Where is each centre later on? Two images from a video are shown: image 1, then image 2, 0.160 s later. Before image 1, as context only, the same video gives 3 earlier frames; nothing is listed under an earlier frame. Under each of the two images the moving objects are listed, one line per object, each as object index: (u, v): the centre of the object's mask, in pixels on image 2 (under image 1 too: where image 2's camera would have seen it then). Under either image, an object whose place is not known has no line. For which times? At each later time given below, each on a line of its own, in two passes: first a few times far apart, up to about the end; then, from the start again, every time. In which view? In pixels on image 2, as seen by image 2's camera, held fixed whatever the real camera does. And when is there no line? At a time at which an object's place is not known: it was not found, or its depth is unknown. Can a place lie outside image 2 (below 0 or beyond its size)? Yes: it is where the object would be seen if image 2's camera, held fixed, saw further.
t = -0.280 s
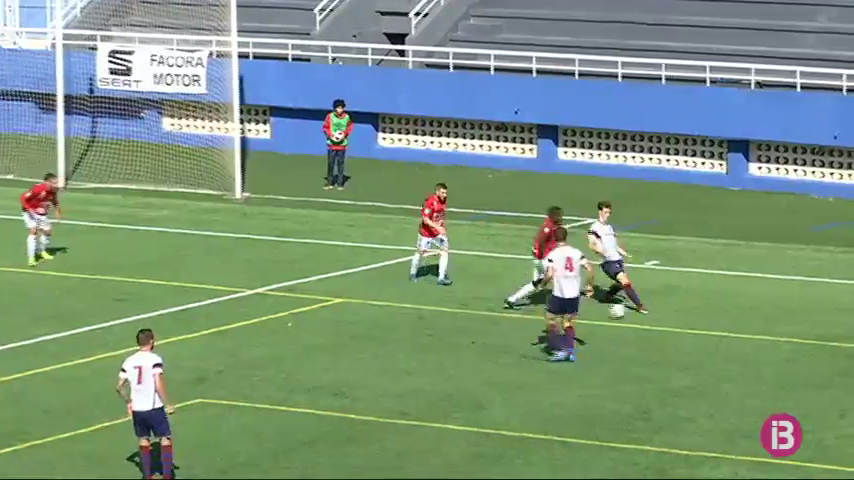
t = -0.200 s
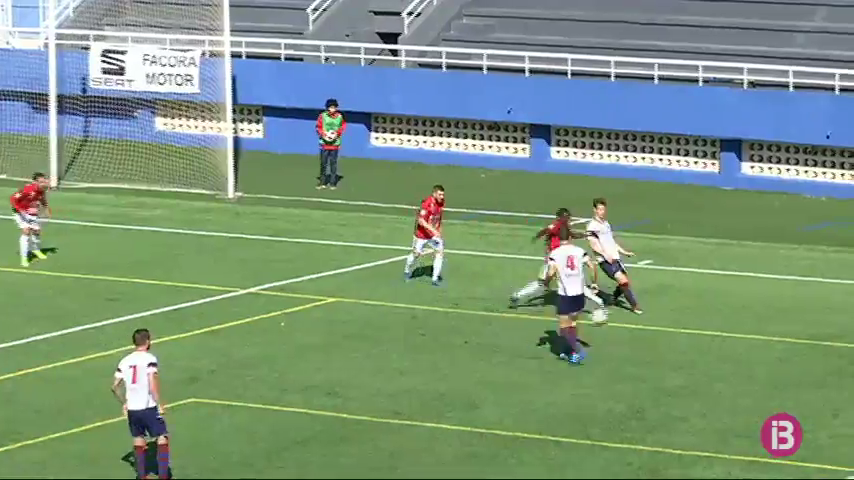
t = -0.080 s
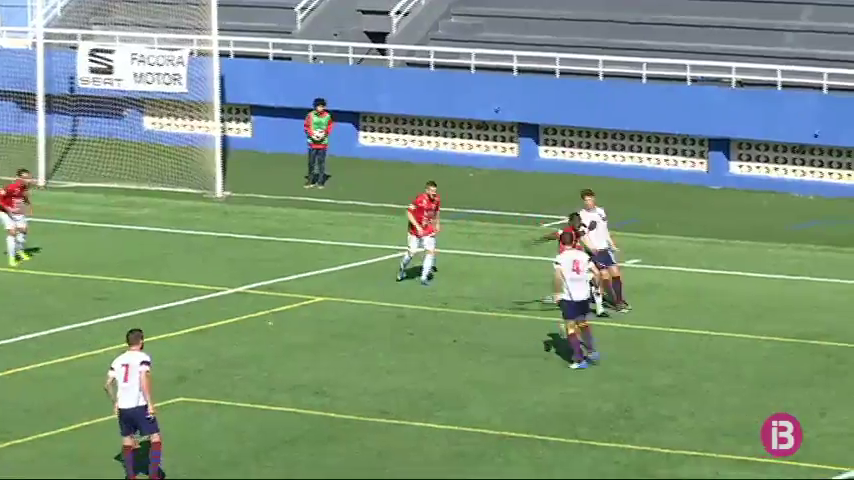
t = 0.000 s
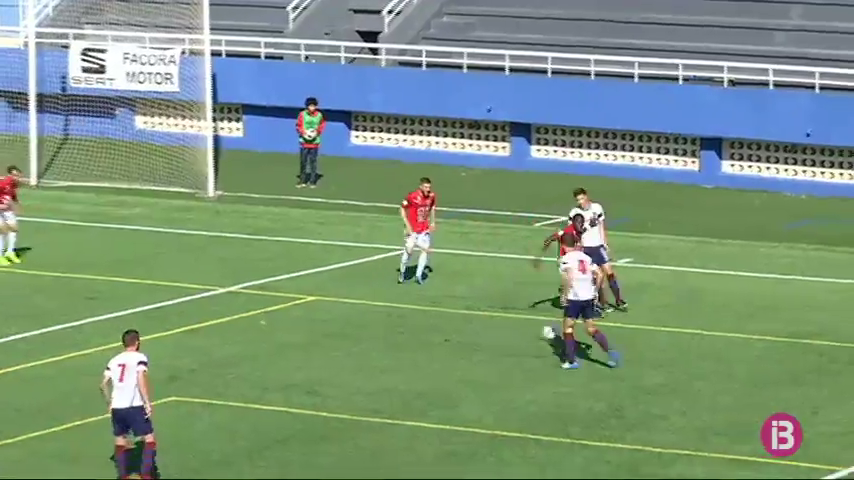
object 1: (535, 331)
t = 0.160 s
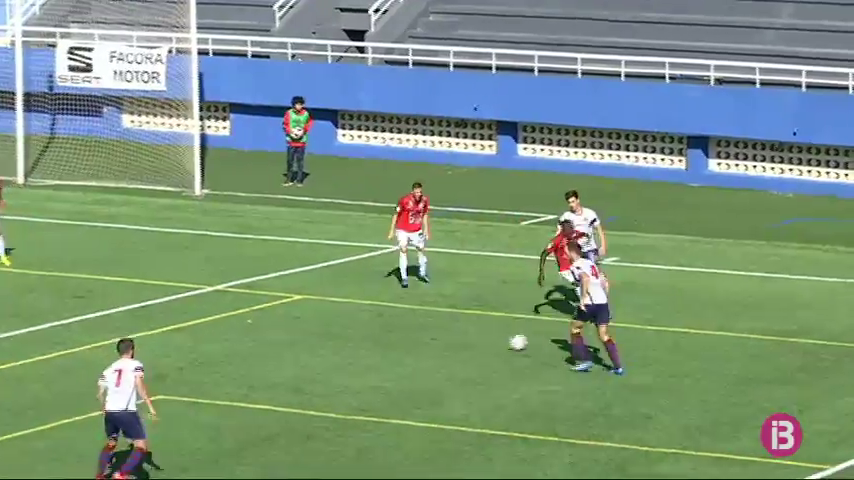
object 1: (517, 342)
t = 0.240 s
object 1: (509, 348)
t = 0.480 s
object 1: (490, 361)
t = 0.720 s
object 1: (474, 377)
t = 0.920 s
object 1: (458, 390)
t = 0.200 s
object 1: (514, 344)
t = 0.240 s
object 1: (509, 348)
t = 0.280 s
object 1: (506, 350)
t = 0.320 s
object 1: (502, 352)
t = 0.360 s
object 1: (499, 354)
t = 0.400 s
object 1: (496, 358)
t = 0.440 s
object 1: (493, 360)
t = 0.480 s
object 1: (490, 361)
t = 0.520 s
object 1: (488, 364)
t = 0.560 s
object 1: (485, 367)
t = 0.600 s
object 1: (482, 371)
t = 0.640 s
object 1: (479, 373)
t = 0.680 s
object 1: (475, 375)
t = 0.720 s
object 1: (474, 377)
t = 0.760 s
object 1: (471, 380)
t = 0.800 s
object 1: (468, 384)
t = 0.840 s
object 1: (465, 386)
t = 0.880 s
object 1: (461, 388)
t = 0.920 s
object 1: (458, 390)
